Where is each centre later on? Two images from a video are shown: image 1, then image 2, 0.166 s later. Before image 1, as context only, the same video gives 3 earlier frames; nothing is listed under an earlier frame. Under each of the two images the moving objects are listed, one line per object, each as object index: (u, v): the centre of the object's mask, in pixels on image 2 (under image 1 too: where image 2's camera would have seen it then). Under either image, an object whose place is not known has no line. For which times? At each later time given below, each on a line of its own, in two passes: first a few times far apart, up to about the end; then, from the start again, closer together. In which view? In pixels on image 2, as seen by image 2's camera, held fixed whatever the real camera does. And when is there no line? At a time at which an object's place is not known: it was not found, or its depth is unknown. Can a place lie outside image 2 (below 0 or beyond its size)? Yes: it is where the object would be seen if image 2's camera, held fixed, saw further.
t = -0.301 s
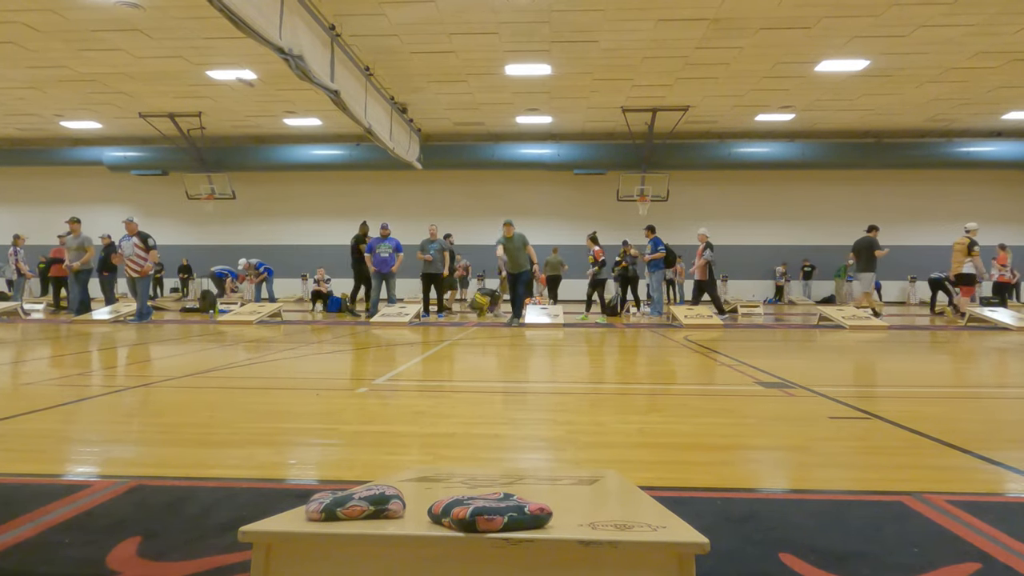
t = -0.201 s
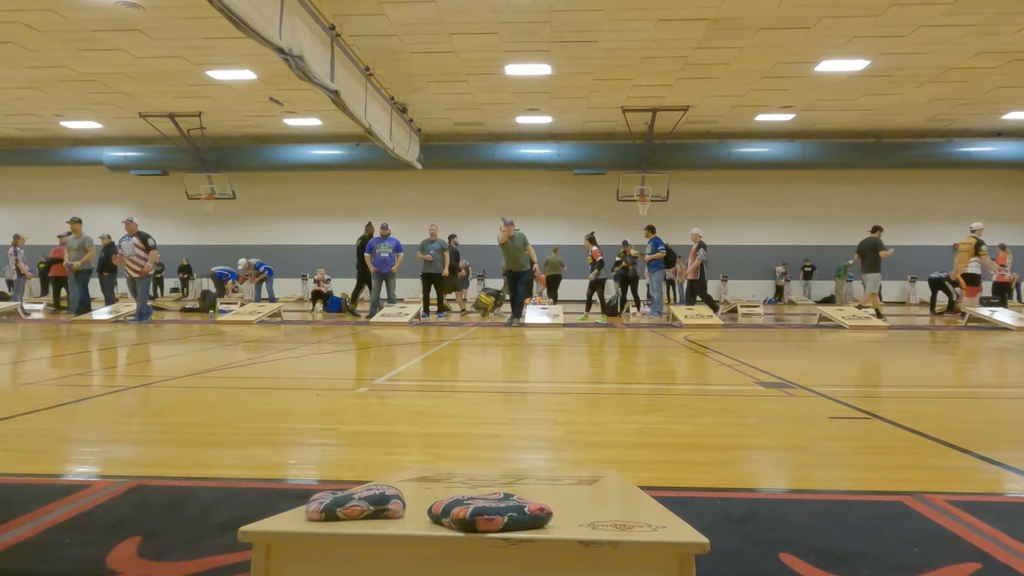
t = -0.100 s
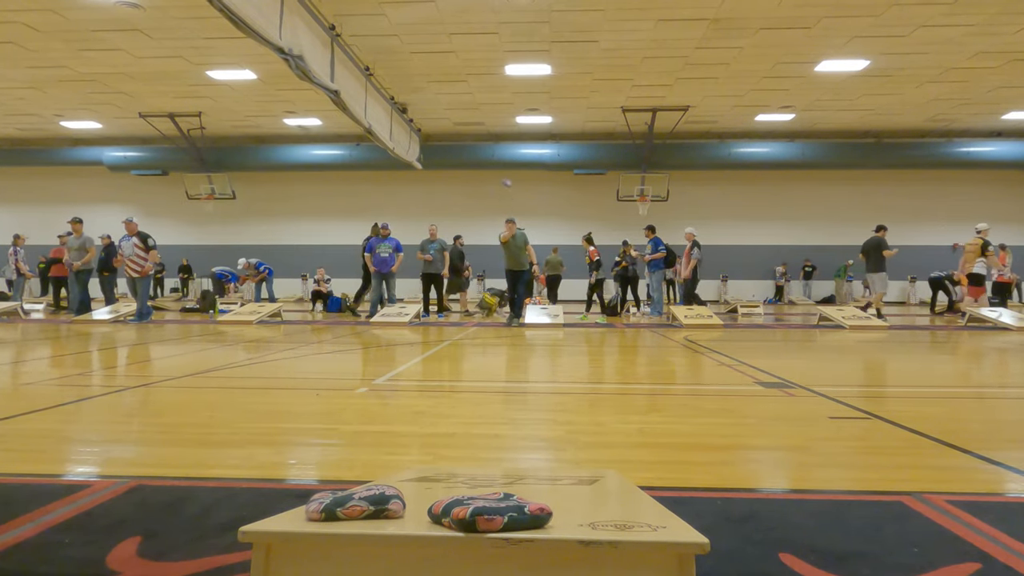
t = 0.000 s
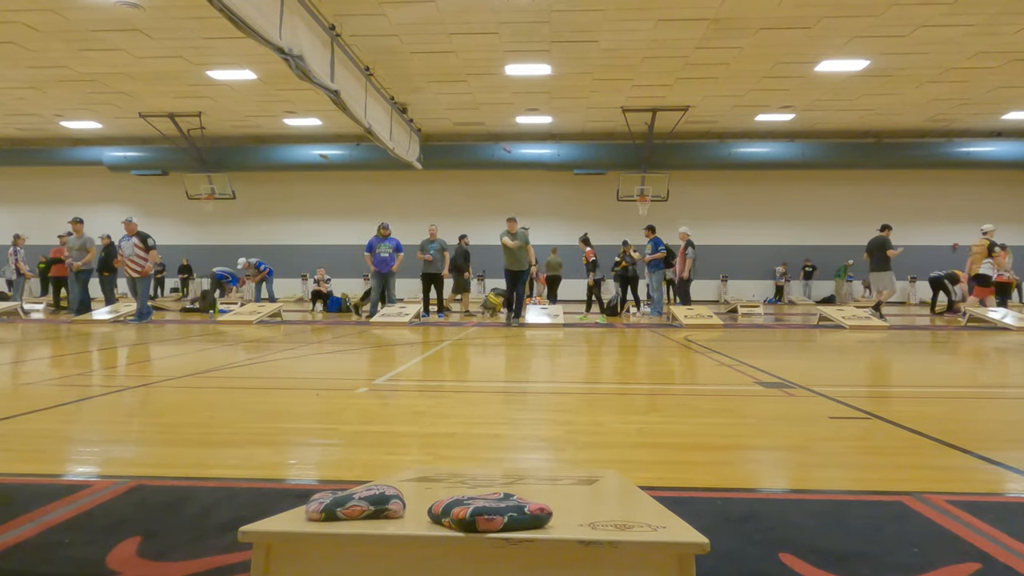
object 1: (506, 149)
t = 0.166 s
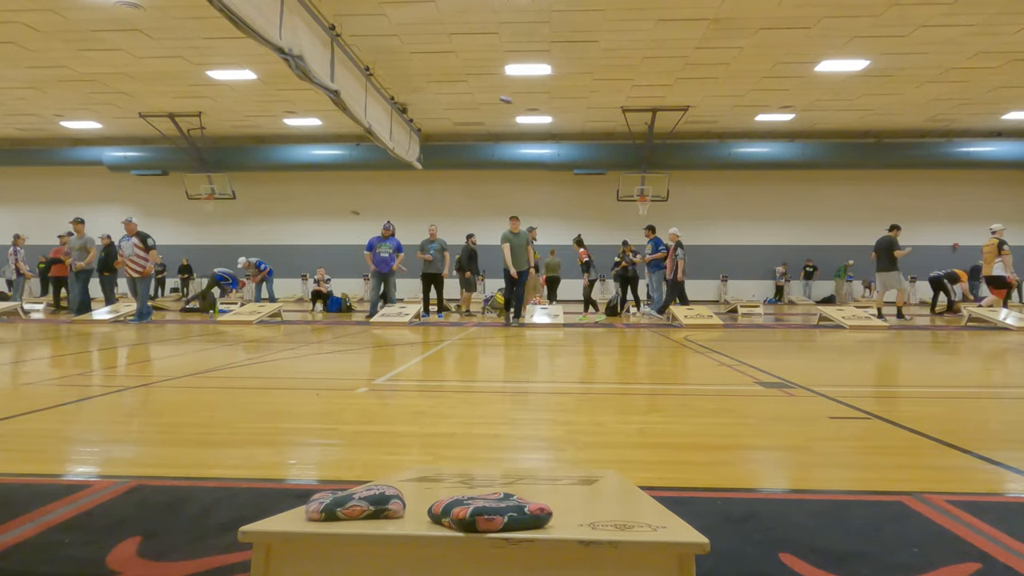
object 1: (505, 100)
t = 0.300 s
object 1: (504, 71)
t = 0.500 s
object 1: (501, 57)
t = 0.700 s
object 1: (494, 112)
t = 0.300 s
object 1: (504, 71)
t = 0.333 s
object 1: (504, 66)
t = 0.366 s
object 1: (503, 62)
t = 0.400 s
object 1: (502, 58)
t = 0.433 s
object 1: (503, 57)
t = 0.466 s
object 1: (502, 57)
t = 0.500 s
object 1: (501, 57)
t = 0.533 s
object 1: (500, 60)
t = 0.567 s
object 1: (499, 65)
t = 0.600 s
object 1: (497, 72)
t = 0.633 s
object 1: (497, 82)
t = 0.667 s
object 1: (496, 95)
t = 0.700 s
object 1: (494, 112)
